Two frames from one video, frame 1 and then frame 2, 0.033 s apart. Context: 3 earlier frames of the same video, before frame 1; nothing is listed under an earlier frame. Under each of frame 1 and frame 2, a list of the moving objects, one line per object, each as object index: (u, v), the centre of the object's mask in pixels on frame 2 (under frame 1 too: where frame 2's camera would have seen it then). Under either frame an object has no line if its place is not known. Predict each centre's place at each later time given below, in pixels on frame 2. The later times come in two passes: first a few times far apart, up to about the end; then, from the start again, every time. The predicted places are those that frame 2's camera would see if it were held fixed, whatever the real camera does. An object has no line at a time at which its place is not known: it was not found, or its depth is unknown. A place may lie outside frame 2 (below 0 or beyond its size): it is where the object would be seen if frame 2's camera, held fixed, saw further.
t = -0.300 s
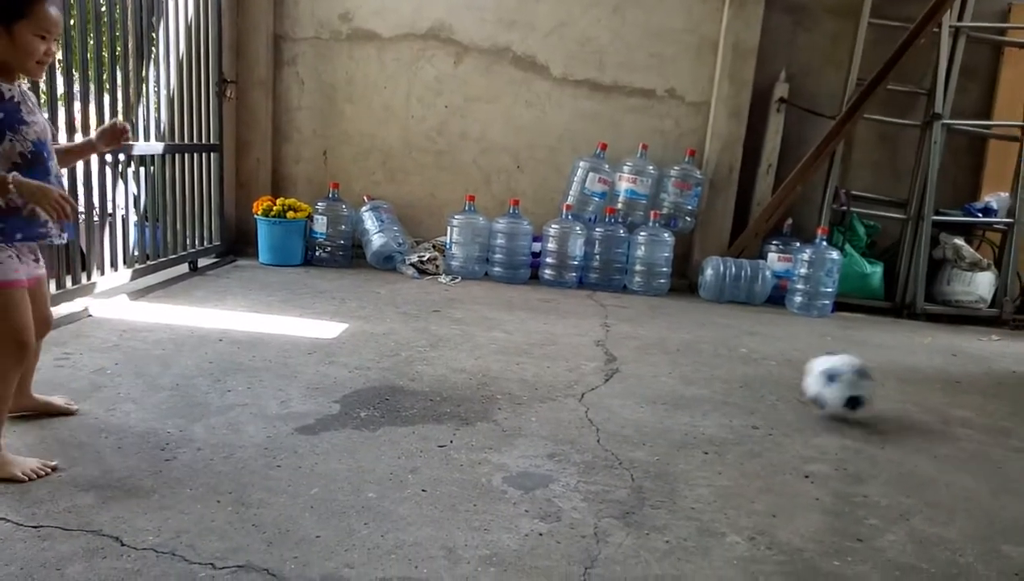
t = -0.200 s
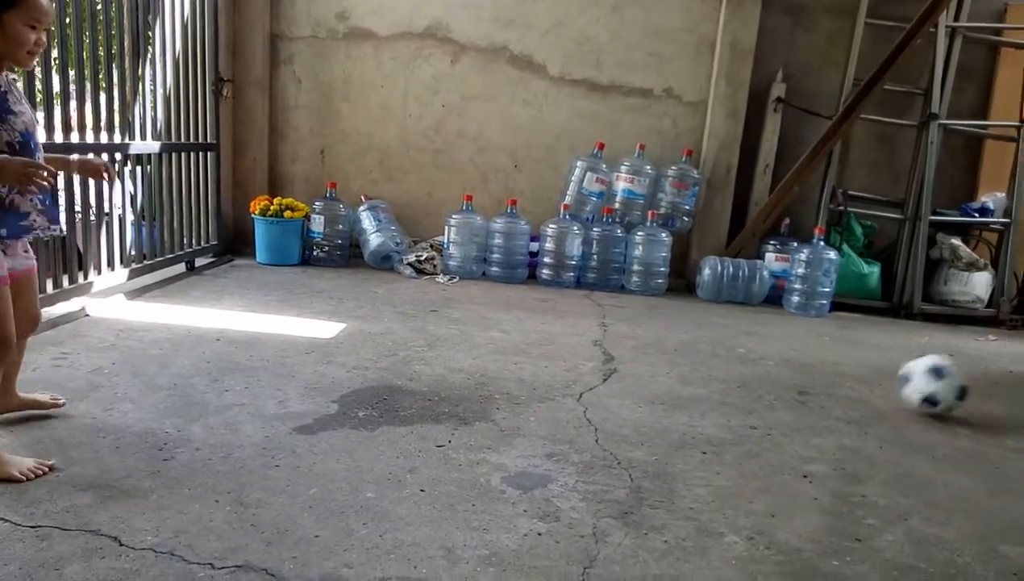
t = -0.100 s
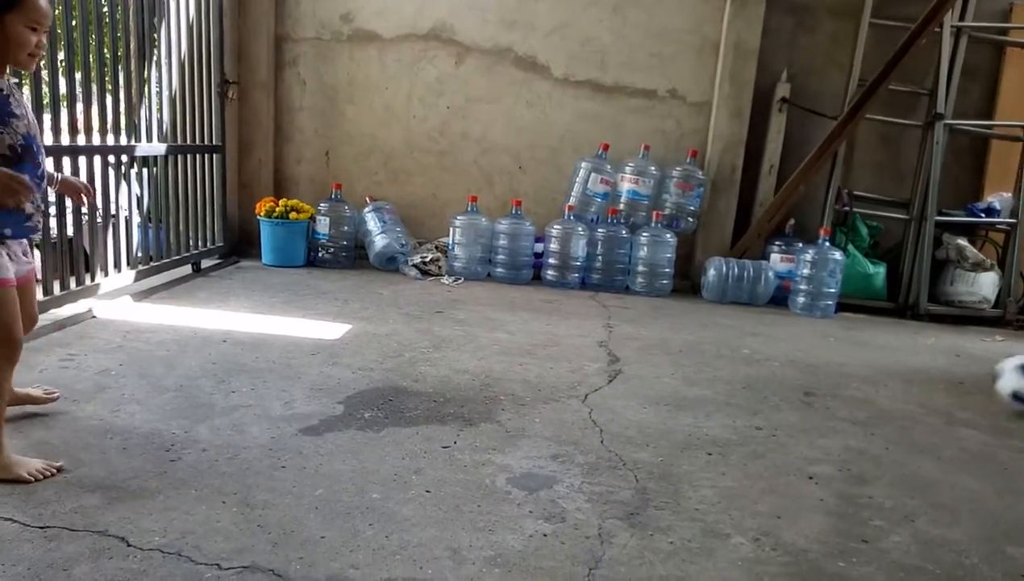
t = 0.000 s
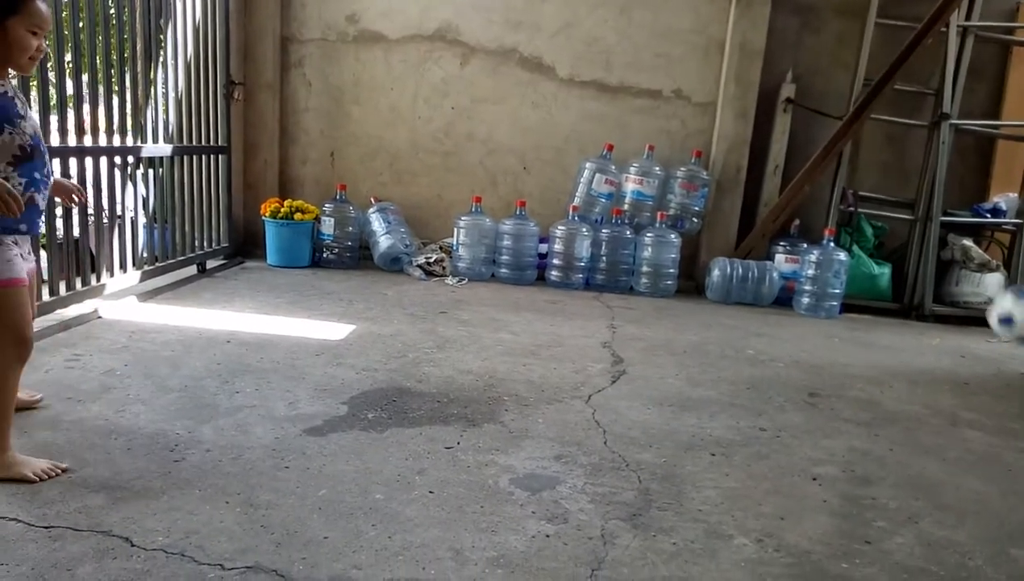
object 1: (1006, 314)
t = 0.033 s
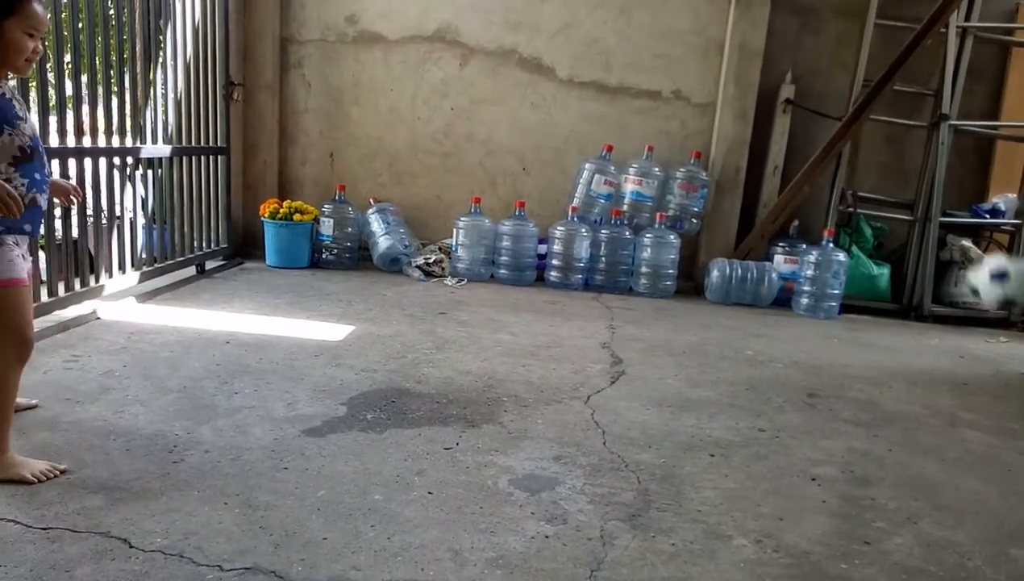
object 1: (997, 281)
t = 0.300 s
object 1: (816, 89)
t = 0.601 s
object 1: (557, 96)
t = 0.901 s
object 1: (303, 325)
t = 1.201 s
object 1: (216, 189)
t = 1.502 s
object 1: (130, 281)
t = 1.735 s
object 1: (80, 239)
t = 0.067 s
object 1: (981, 247)
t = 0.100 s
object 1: (960, 217)
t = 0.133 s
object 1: (940, 189)
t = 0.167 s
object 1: (916, 163)
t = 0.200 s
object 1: (893, 141)
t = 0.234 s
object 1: (867, 120)
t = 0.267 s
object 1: (841, 103)
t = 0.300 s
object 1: (816, 89)
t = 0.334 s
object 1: (788, 77)
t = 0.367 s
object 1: (761, 68)
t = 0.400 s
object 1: (733, 61)
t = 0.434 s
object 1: (704, 57)
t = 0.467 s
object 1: (675, 59)
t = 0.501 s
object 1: (648, 63)
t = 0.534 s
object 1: (618, 69)
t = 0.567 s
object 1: (589, 81)
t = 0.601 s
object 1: (557, 96)
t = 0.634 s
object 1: (527, 114)
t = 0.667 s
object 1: (496, 135)
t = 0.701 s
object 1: (467, 158)
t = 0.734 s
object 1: (436, 185)
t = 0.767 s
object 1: (408, 212)
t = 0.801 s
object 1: (379, 245)
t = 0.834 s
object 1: (348, 280)
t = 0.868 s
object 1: (323, 317)
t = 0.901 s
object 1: (303, 325)
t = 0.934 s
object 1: (293, 298)
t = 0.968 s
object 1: (284, 276)
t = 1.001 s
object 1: (274, 257)
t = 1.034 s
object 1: (264, 238)
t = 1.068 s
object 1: (254, 222)
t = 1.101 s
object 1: (244, 210)
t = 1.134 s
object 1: (235, 200)
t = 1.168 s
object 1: (226, 194)
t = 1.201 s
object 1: (216, 189)
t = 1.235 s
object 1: (207, 188)
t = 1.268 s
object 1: (197, 189)
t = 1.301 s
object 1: (187, 193)
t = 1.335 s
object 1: (177, 201)
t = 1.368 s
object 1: (169, 211)
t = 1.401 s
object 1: (157, 224)
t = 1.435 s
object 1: (148, 241)
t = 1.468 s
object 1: (140, 260)
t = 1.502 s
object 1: (130, 281)
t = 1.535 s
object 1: (122, 306)
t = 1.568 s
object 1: (112, 297)
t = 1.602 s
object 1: (103, 281)
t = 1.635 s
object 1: (93, 267)
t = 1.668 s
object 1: (85, 255)
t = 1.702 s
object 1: (77, 246)
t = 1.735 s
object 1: (80, 239)
